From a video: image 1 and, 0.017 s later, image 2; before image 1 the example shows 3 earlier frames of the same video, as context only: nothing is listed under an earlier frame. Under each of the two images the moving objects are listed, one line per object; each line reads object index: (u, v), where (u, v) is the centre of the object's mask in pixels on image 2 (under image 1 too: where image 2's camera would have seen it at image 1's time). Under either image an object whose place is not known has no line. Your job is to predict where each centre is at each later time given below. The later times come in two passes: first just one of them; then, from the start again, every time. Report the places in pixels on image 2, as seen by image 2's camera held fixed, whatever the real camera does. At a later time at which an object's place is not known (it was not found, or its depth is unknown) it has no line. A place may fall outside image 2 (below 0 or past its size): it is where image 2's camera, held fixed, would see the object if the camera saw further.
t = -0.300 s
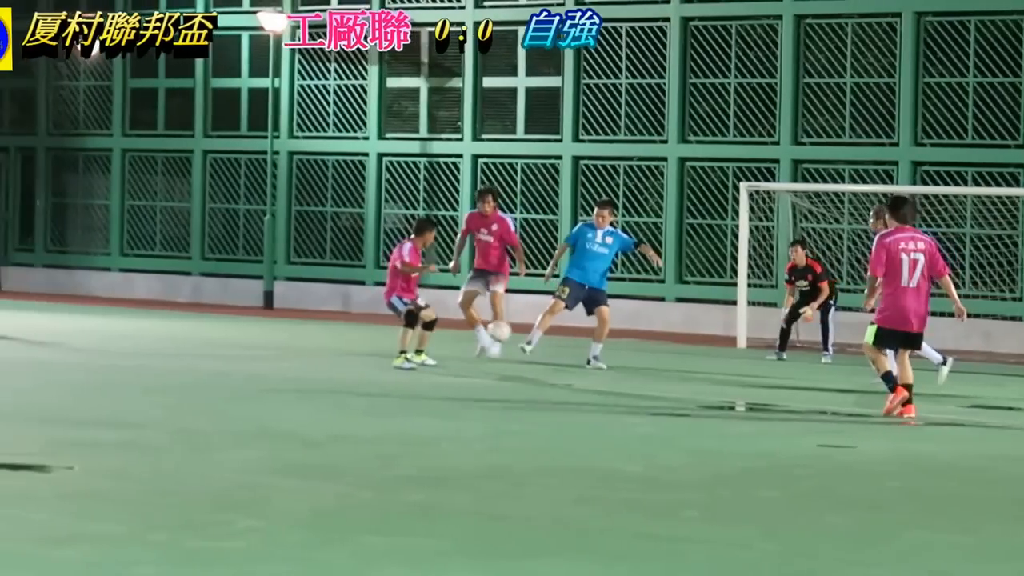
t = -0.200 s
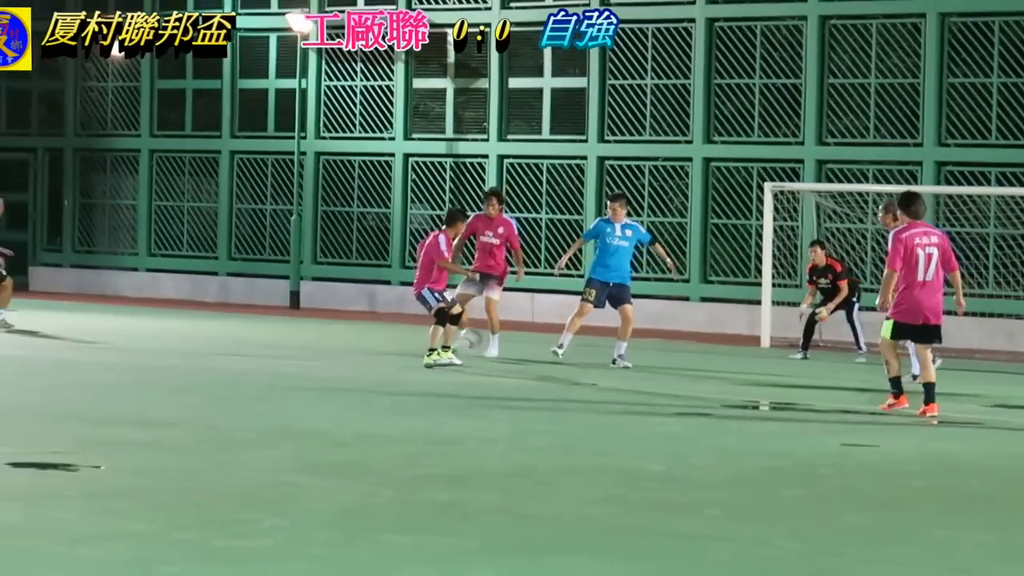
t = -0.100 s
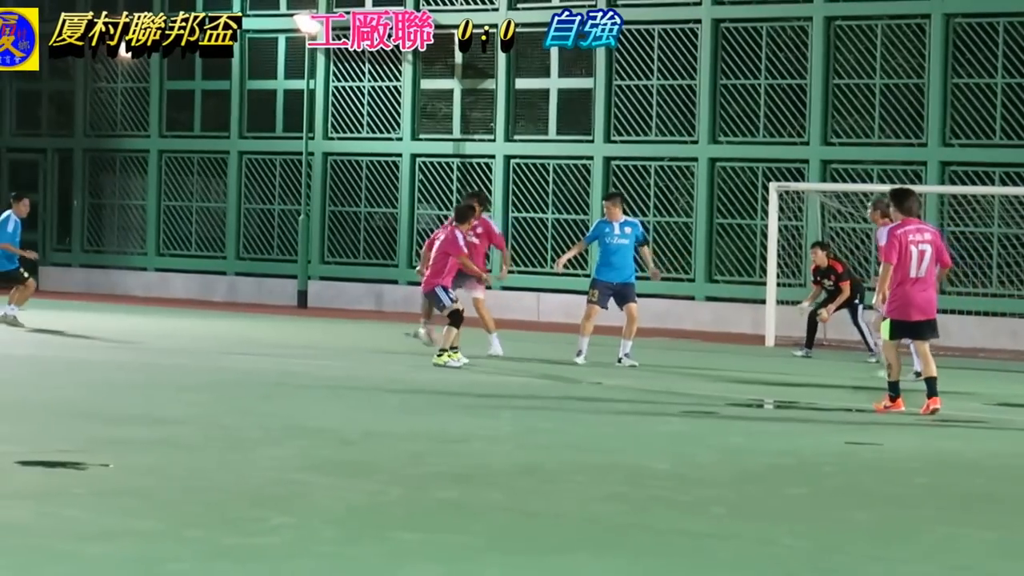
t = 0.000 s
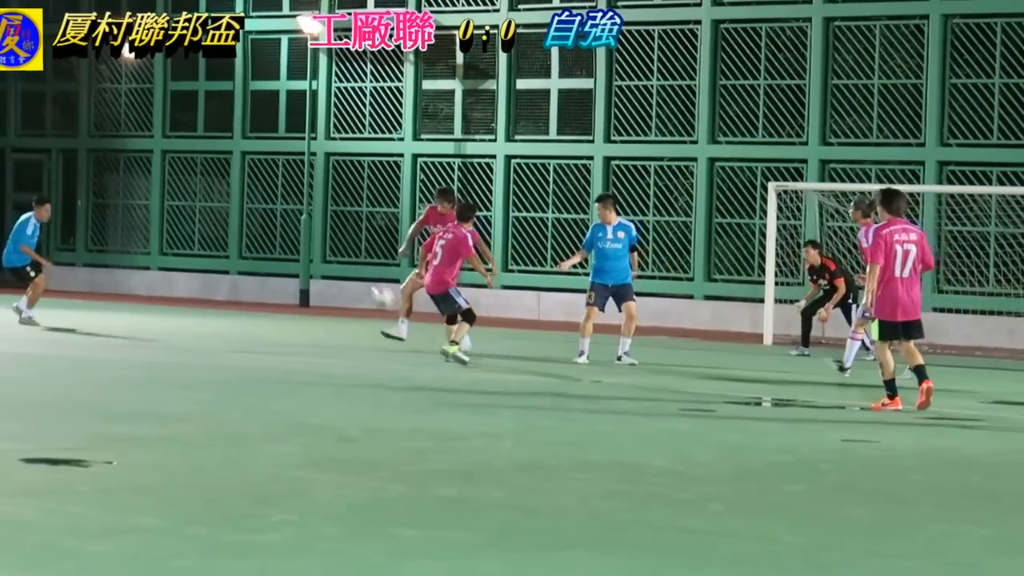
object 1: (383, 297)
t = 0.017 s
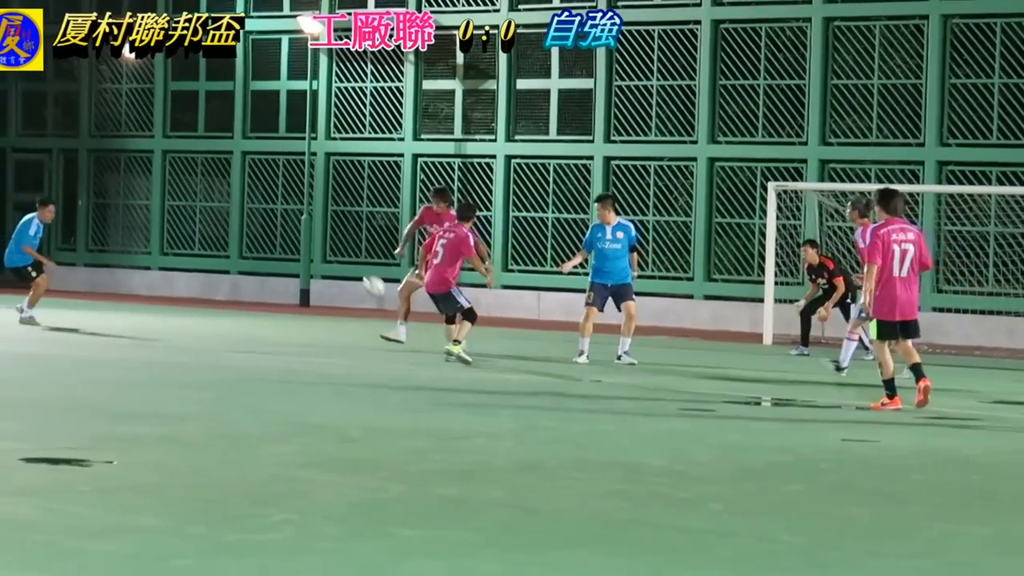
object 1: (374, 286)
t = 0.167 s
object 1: (296, 213)
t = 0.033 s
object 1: (365, 276)
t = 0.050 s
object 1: (356, 269)
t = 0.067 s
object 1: (348, 259)
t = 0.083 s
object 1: (339, 251)
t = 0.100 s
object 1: (331, 243)
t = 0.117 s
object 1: (322, 235)
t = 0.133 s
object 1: (313, 227)
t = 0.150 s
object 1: (305, 220)
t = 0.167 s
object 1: (296, 213)
